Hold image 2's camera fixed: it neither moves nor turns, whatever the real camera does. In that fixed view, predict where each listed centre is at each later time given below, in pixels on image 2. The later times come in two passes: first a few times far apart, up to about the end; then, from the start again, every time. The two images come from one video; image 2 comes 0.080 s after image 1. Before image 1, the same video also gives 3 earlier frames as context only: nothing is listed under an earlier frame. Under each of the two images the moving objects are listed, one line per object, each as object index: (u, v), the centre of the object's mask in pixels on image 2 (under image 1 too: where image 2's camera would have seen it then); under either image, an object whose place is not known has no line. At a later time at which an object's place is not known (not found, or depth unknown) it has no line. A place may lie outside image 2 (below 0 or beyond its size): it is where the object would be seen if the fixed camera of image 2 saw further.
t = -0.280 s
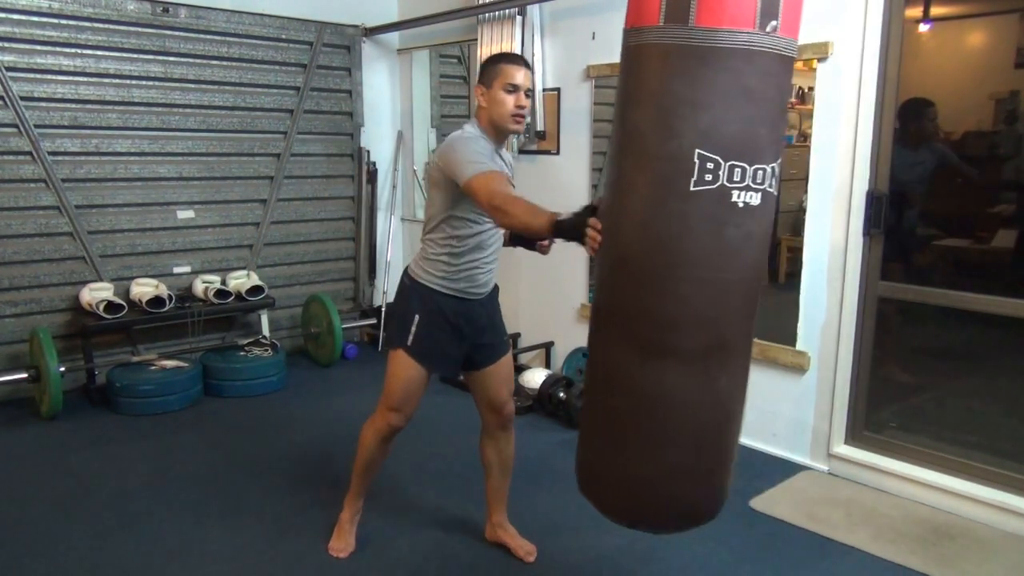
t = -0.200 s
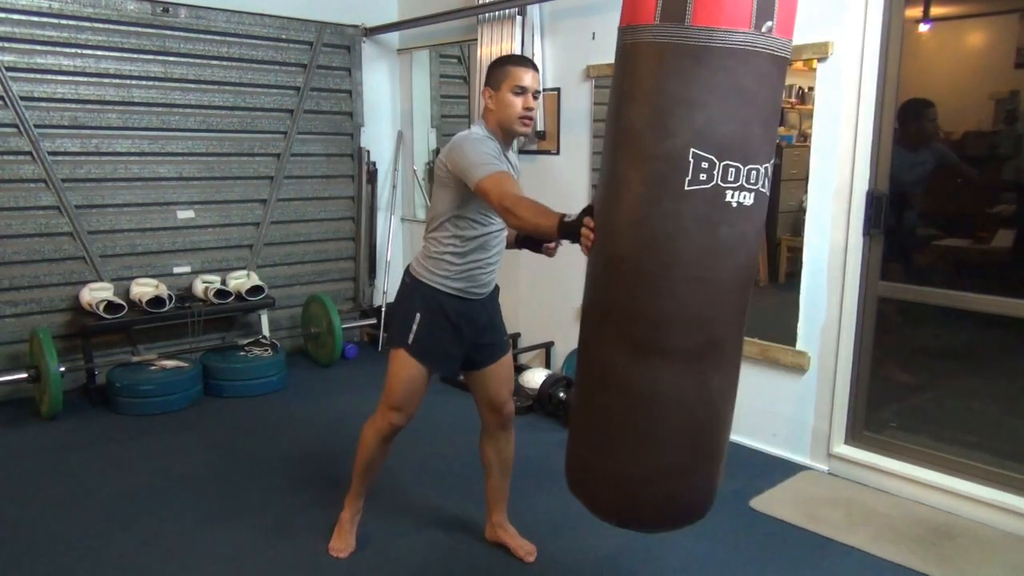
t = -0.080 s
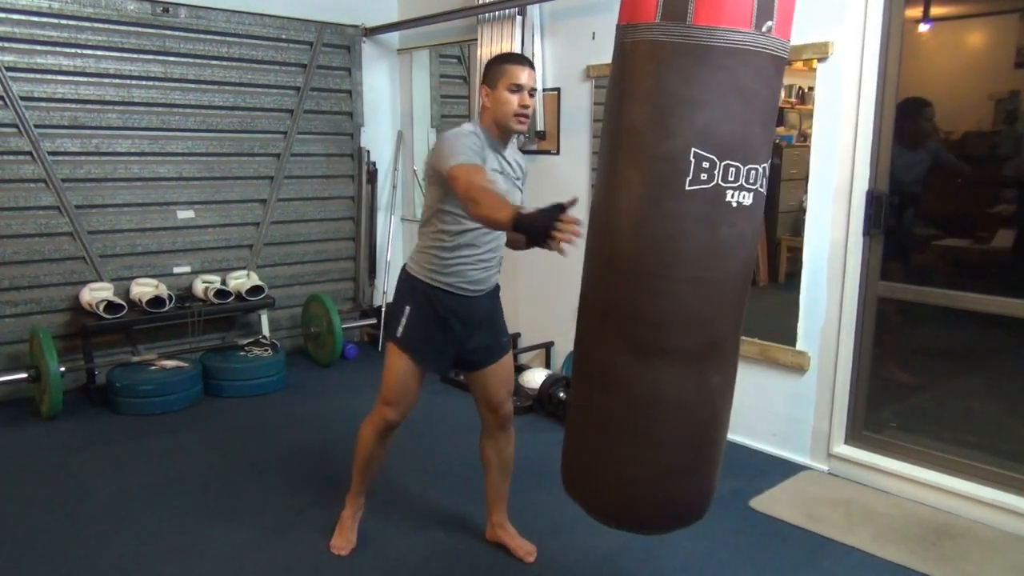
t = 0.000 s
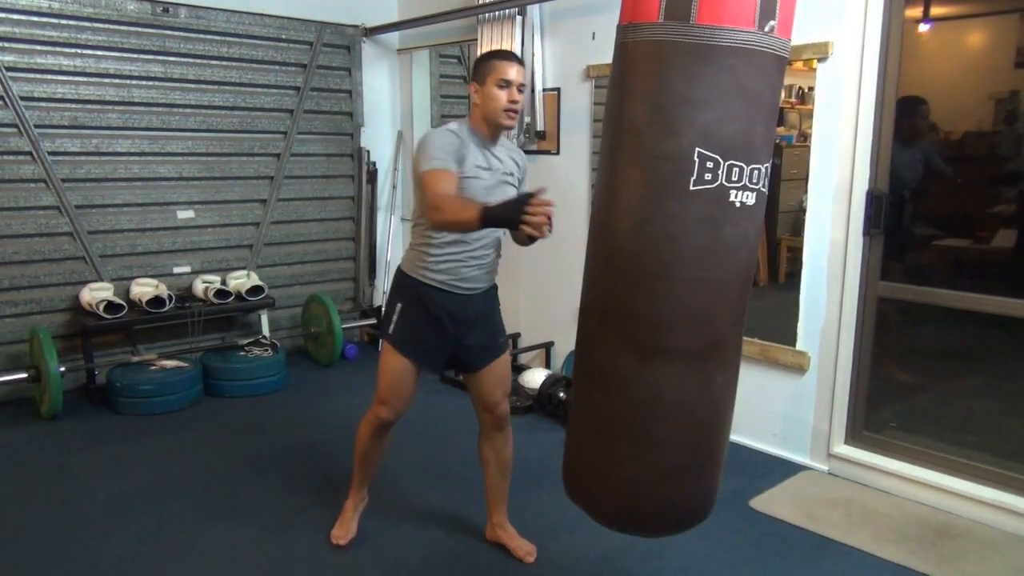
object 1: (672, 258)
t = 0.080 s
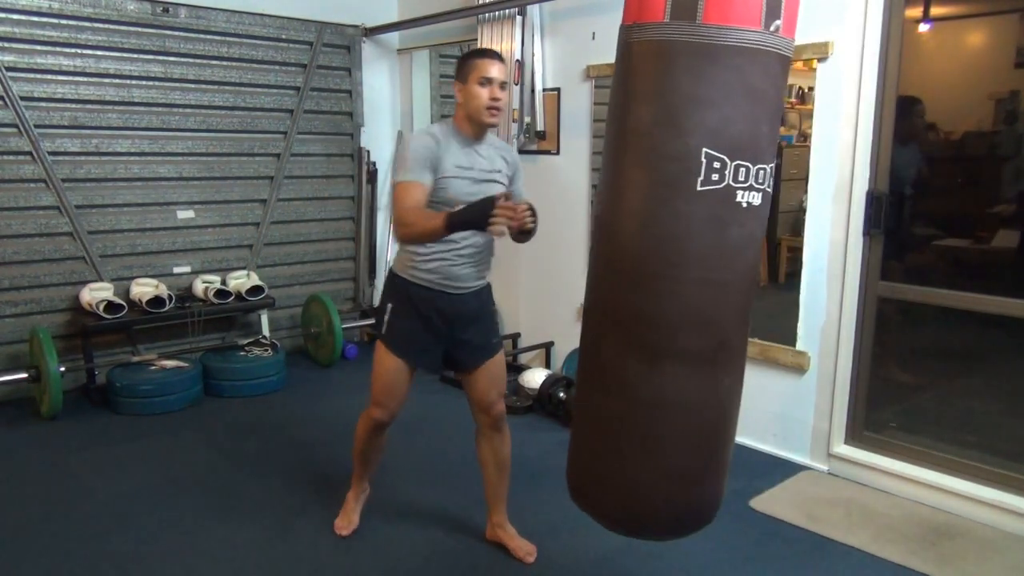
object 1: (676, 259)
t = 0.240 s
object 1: (691, 265)
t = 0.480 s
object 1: (728, 274)
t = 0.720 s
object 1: (773, 281)
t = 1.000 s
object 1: (812, 284)
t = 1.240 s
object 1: (819, 282)
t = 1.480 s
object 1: (799, 278)
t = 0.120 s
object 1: (678, 260)
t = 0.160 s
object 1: (682, 262)
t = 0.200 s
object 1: (686, 263)
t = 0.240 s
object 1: (691, 265)
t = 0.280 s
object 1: (696, 266)
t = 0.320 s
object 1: (702, 269)
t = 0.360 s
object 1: (708, 269)
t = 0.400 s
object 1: (715, 271)
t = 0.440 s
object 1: (722, 273)
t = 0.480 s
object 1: (728, 274)
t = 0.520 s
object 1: (735, 276)
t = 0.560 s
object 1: (743, 277)
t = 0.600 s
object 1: (751, 280)
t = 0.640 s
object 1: (758, 279)
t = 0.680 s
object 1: (767, 282)
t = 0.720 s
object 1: (773, 281)
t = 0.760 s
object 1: (780, 283)
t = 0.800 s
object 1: (787, 283)
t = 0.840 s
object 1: (793, 281)
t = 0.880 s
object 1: (799, 282)
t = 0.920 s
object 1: (804, 284)
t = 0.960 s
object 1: (808, 284)
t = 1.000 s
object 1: (812, 284)
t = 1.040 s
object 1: (815, 283)
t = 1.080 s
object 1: (817, 283)
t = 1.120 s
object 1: (819, 284)
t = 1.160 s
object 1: (820, 284)
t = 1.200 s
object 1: (820, 284)
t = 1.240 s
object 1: (819, 282)
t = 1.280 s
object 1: (817, 282)
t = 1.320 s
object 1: (815, 283)
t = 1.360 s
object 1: (812, 282)
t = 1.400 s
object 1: (808, 280)
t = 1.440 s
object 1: (804, 280)
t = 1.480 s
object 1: (799, 278)
